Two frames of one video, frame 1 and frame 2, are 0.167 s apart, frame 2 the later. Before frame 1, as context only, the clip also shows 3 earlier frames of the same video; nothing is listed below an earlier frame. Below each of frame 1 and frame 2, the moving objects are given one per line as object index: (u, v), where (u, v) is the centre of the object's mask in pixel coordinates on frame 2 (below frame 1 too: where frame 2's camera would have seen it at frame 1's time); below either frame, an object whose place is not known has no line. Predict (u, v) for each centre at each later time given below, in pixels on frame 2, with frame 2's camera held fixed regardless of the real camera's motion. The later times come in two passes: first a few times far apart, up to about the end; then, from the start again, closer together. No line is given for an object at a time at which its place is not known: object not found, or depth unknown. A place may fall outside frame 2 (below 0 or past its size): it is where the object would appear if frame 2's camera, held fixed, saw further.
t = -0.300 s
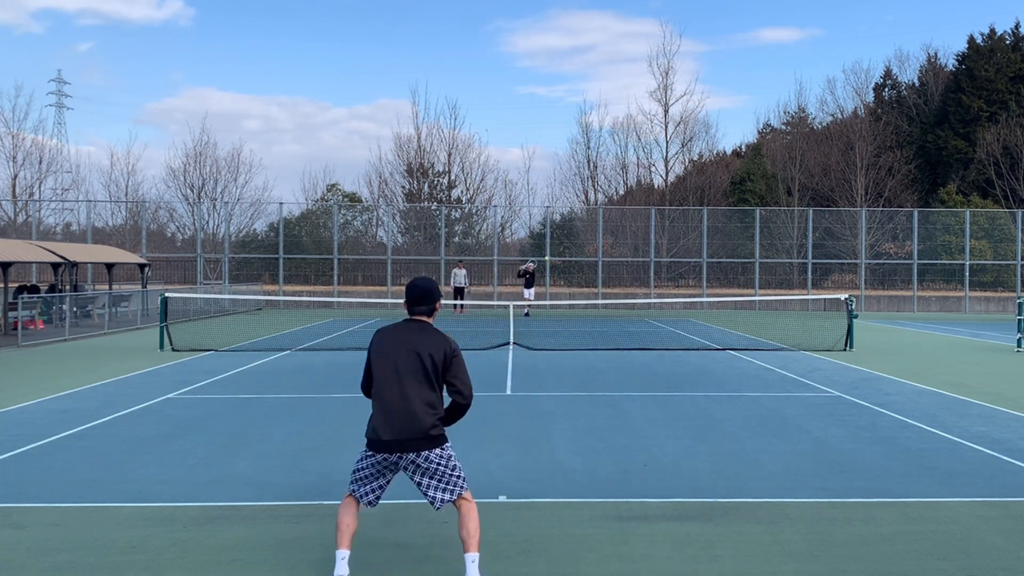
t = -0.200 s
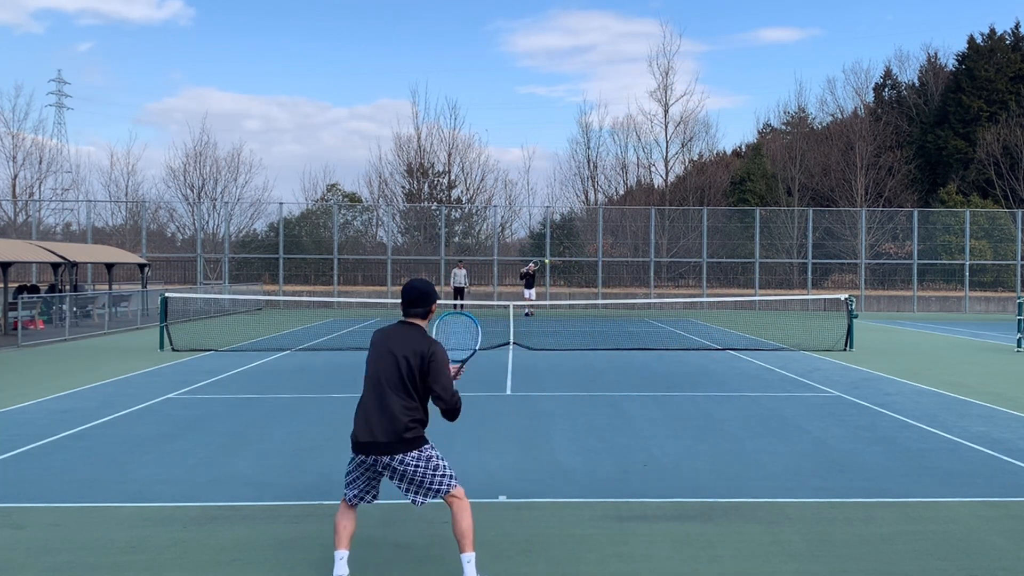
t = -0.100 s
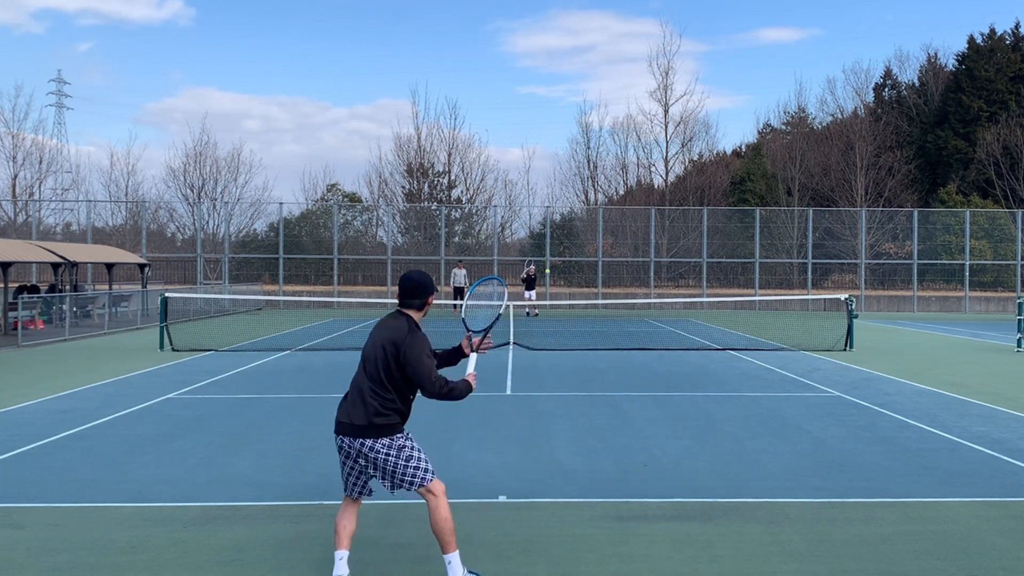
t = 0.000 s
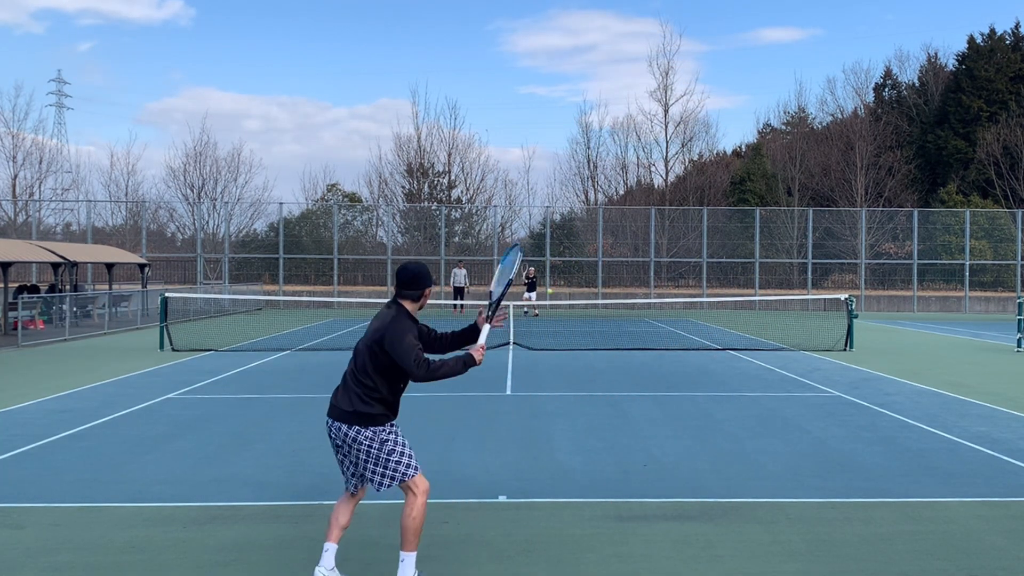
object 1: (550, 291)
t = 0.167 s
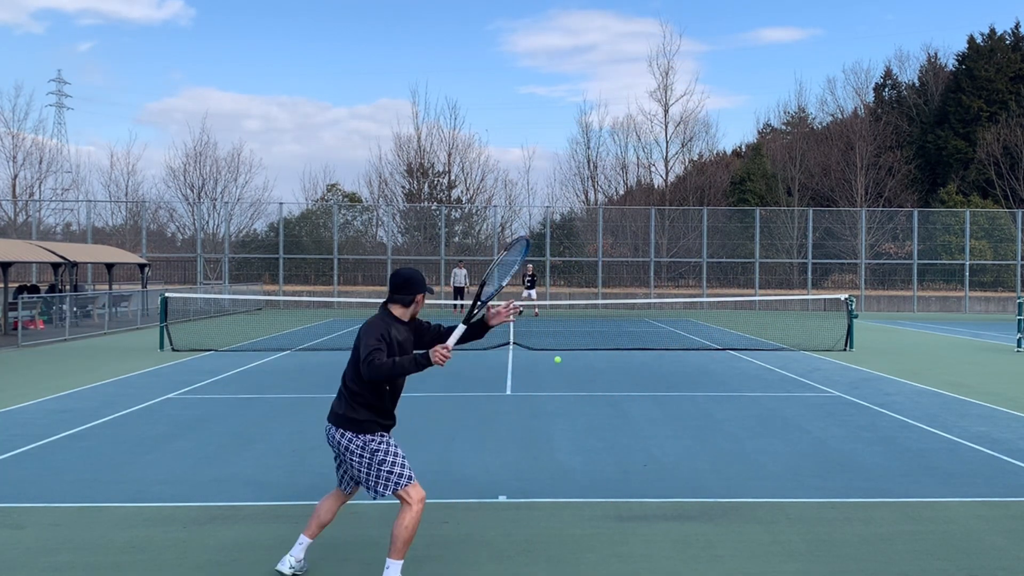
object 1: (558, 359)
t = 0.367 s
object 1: (568, 405)
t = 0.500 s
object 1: (572, 380)
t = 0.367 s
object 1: (568, 405)
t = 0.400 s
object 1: (569, 396)
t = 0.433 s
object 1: (569, 390)
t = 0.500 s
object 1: (572, 380)
